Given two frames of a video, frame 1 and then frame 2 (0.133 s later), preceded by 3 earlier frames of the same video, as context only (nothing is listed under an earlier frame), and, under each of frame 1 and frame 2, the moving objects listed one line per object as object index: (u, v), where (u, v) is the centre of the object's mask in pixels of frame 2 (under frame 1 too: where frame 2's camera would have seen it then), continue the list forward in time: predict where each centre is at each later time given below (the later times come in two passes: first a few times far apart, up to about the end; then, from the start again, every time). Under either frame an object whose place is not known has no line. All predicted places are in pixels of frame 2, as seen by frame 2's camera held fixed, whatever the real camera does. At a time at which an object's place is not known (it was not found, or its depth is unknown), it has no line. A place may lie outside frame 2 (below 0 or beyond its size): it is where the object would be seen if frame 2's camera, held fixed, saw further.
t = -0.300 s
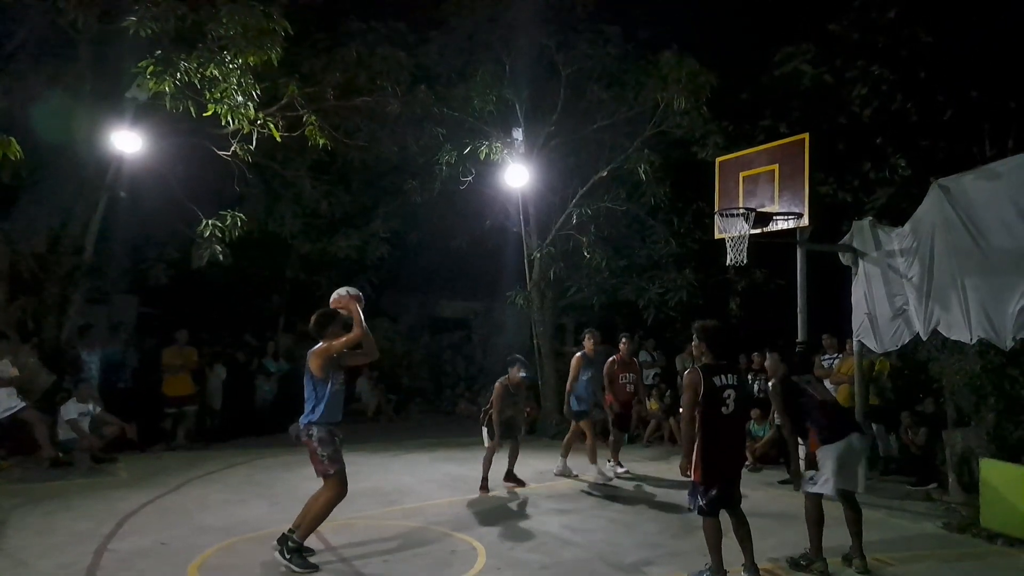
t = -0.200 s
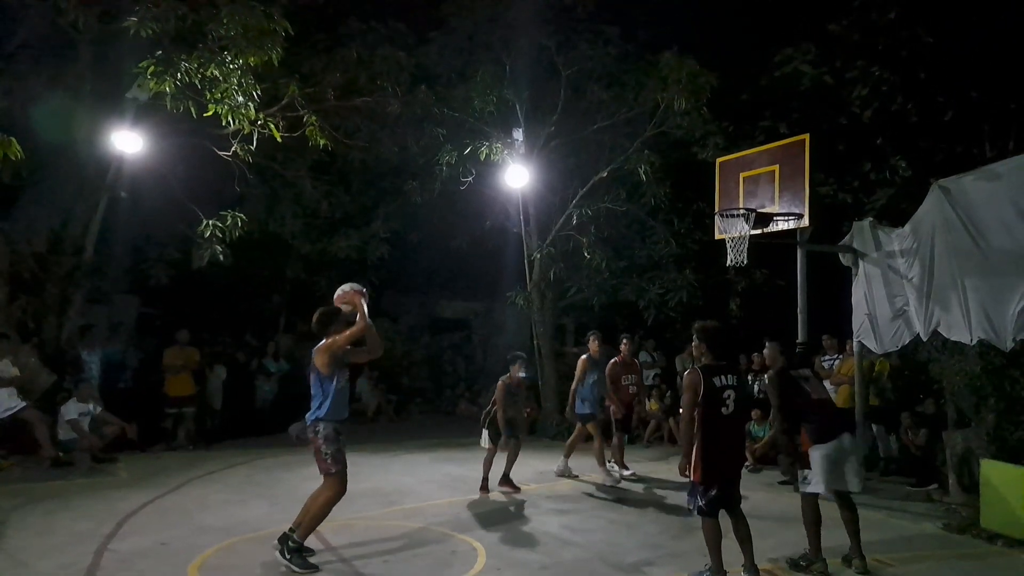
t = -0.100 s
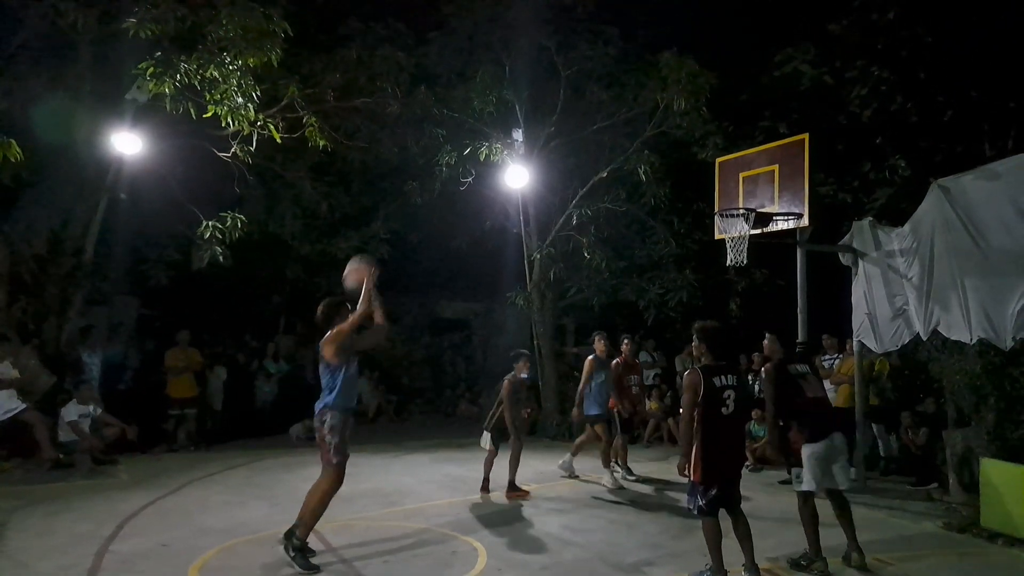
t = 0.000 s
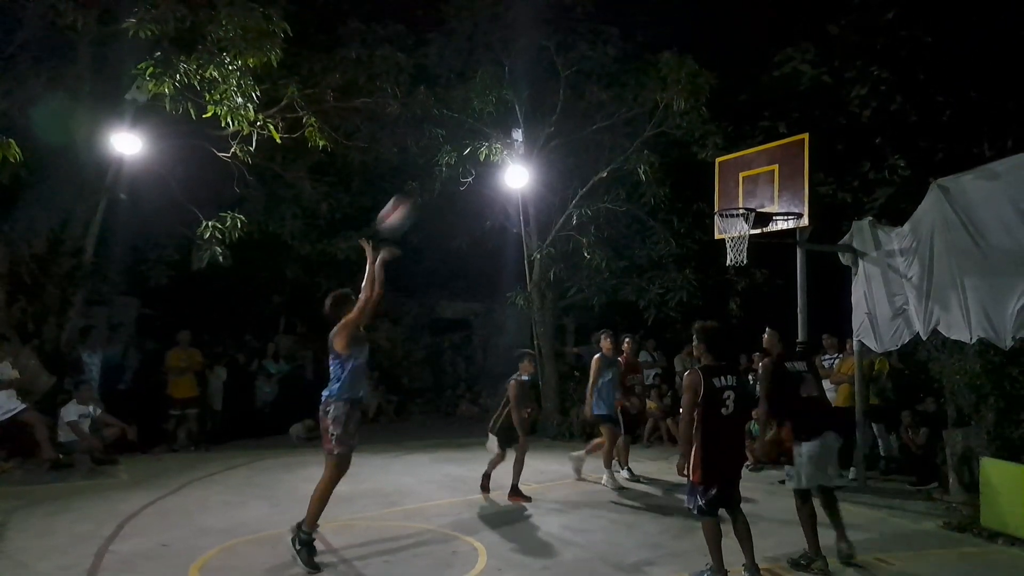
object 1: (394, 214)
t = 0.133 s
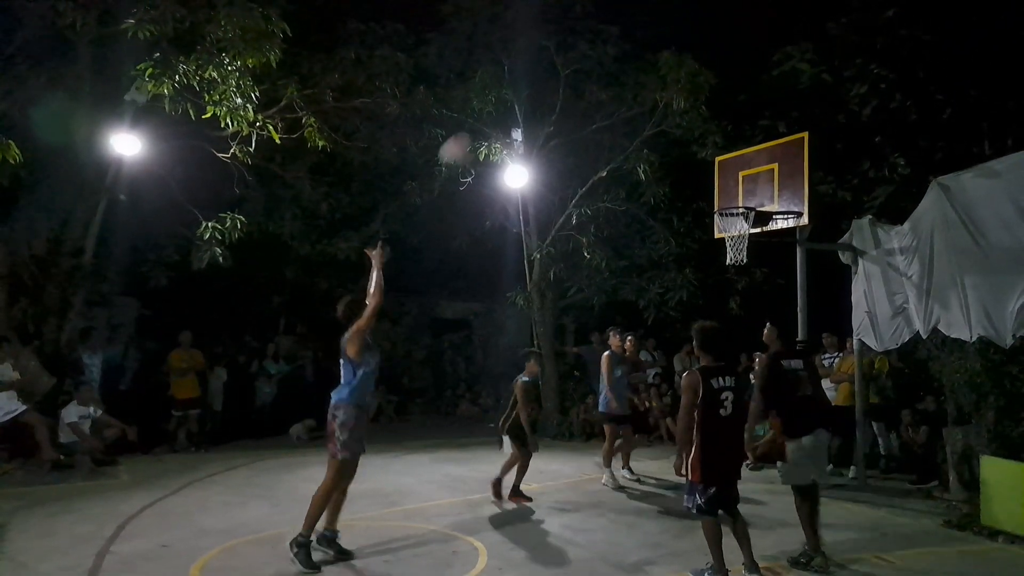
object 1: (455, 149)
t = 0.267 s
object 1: (512, 110)
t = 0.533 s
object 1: (605, 93)
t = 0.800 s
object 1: (684, 148)
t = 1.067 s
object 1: (706, 197)
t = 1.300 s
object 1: (687, 230)
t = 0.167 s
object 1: (470, 136)
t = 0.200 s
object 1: (484, 126)
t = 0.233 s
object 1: (497, 118)
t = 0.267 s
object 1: (512, 110)
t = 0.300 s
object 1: (525, 104)
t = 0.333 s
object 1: (537, 99)
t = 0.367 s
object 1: (549, 95)
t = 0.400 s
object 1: (559, 92)
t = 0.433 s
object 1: (572, 90)
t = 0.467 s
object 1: (583, 90)
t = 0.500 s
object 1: (595, 91)
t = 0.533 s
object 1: (605, 93)
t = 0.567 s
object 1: (615, 97)
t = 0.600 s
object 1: (626, 102)
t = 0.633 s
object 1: (636, 108)
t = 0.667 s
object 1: (647, 114)
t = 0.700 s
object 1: (656, 121)
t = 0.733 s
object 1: (665, 129)
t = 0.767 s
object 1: (676, 138)
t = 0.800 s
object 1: (684, 148)
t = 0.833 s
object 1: (693, 159)
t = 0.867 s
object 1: (702, 171)
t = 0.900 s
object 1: (707, 183)
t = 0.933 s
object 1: (712, 197)
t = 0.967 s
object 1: (715, 202)
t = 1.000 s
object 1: (712, 200)
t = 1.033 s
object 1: (709, 198)
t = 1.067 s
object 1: (706, 197)
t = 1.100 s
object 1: (703, 198)
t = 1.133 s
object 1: (700, 199)
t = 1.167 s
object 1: (698, 203)
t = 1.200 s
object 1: (696, 207)
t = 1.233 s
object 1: (694, 214)
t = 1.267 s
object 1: (692, 221)
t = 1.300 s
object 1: (687, 230)
